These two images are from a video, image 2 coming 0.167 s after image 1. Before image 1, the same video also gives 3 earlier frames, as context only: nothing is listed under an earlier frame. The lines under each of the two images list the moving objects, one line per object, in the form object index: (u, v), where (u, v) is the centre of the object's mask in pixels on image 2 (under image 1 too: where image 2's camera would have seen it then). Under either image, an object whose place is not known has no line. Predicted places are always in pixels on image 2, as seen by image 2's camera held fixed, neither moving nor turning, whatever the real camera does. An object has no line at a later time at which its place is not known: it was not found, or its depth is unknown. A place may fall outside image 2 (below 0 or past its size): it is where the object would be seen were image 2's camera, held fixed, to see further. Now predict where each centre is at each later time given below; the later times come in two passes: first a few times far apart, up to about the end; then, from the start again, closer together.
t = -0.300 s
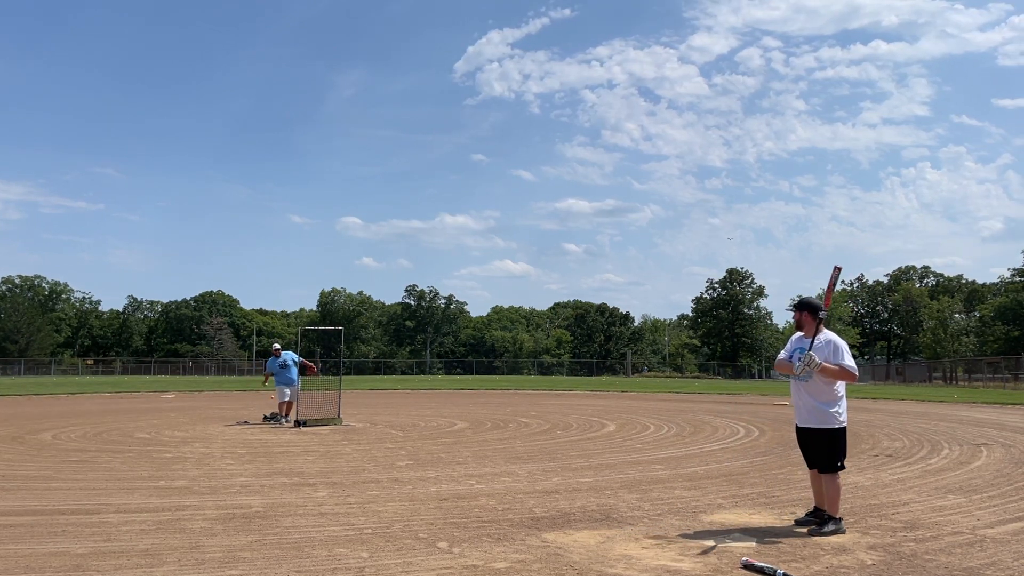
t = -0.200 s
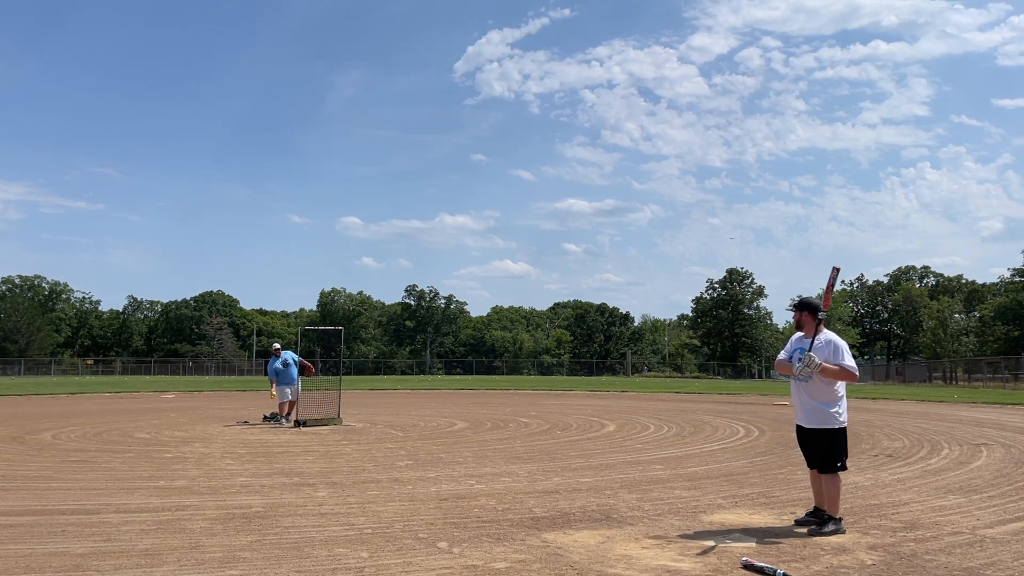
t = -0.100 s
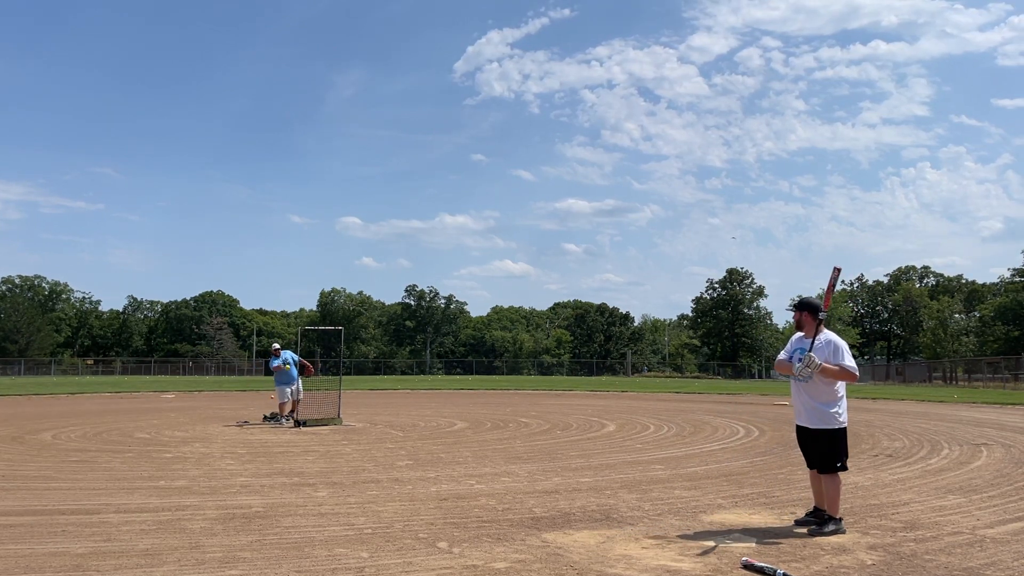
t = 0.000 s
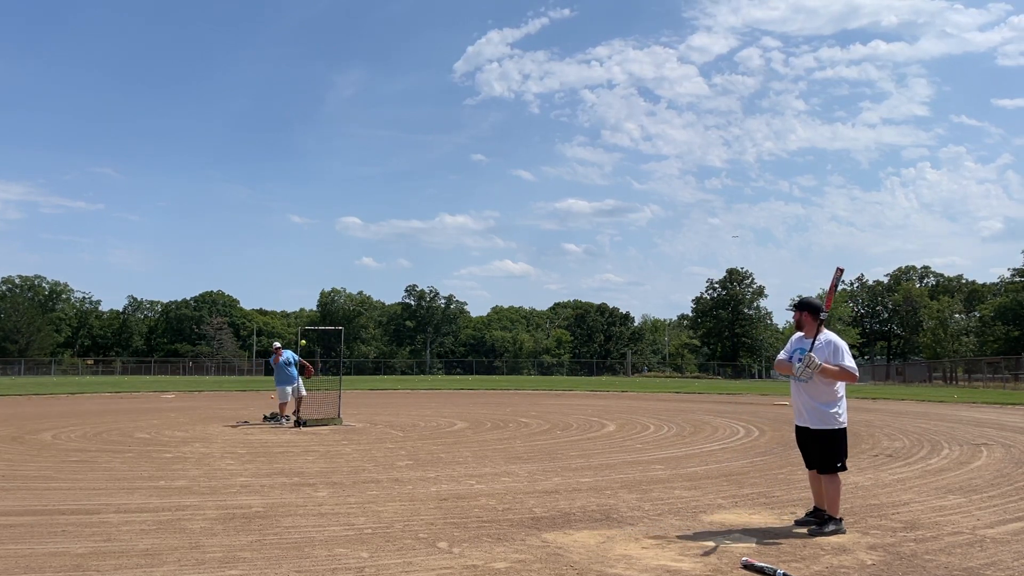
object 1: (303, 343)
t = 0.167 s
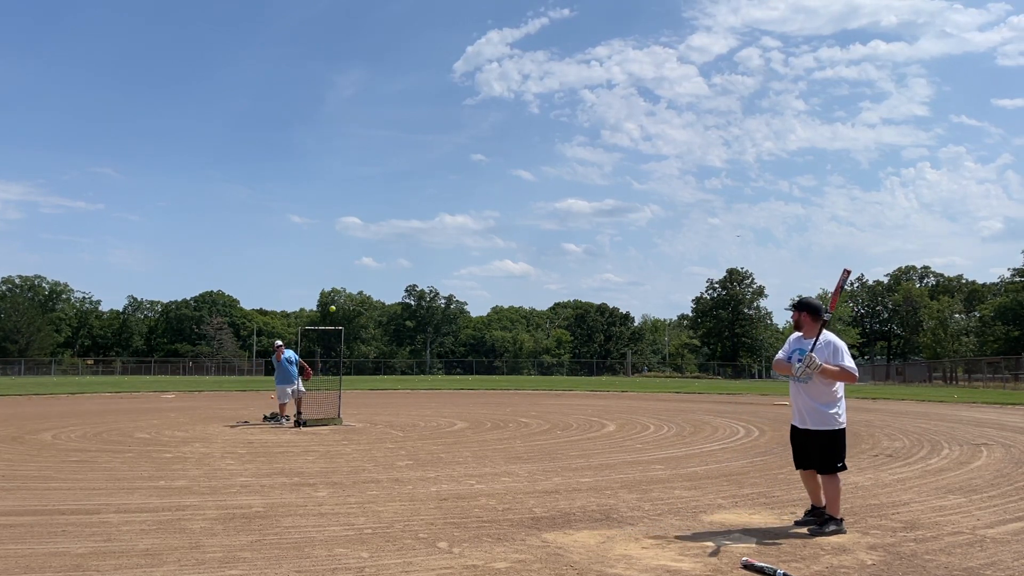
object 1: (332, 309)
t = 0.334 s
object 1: (367, 286)
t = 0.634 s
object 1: (453, 288)
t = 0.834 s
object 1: (539, 339)
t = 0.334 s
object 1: (367, 286)
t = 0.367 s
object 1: (375, 283)
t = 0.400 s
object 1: (383, 281)
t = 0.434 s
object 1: (392, 279)
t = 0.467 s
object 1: (401, 279)
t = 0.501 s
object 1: (411, 278)
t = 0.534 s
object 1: (421, 279)
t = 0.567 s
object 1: (431, 281)
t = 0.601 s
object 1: (442, 284)
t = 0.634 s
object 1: (453, 288)
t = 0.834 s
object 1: (539, 339)
